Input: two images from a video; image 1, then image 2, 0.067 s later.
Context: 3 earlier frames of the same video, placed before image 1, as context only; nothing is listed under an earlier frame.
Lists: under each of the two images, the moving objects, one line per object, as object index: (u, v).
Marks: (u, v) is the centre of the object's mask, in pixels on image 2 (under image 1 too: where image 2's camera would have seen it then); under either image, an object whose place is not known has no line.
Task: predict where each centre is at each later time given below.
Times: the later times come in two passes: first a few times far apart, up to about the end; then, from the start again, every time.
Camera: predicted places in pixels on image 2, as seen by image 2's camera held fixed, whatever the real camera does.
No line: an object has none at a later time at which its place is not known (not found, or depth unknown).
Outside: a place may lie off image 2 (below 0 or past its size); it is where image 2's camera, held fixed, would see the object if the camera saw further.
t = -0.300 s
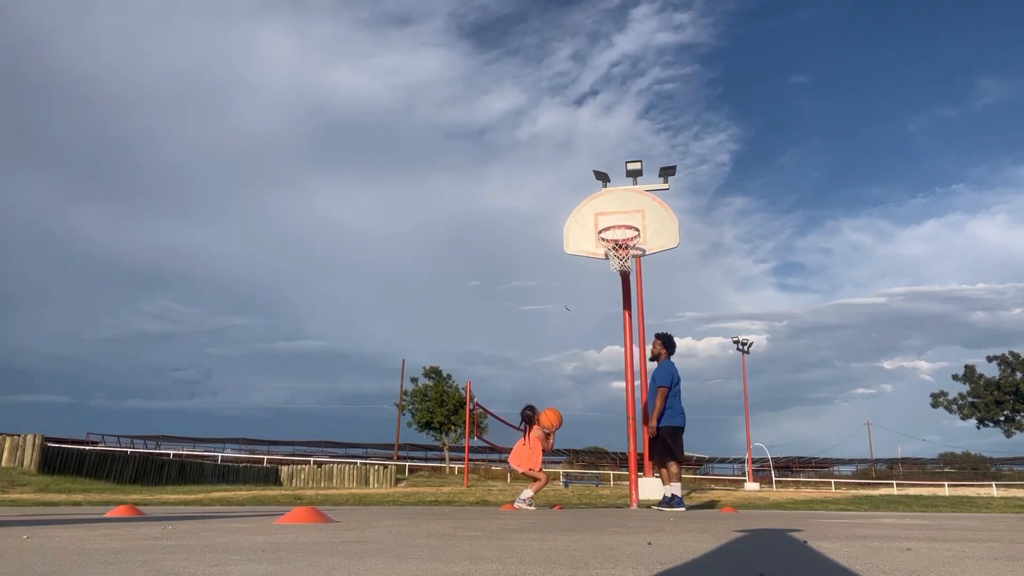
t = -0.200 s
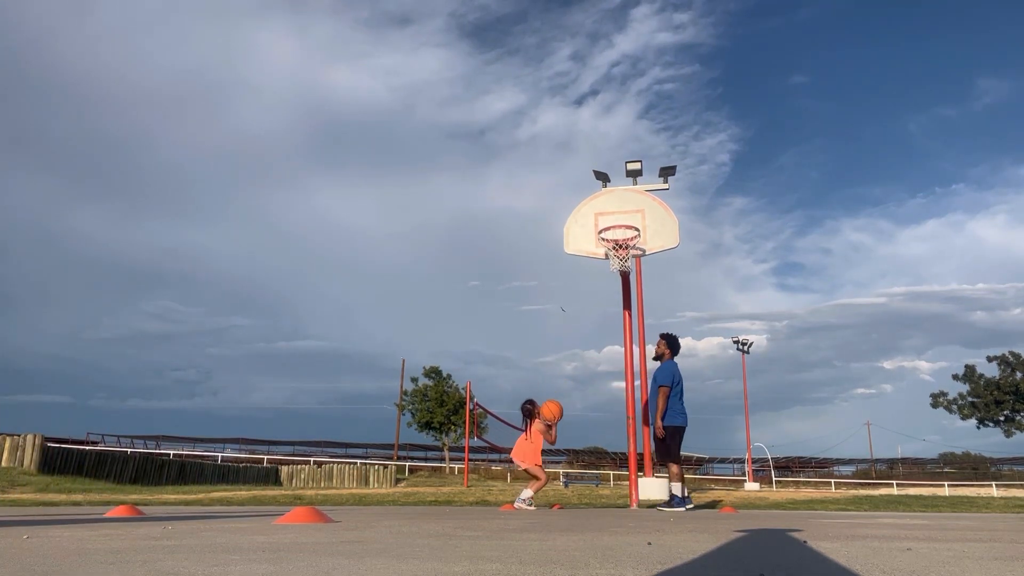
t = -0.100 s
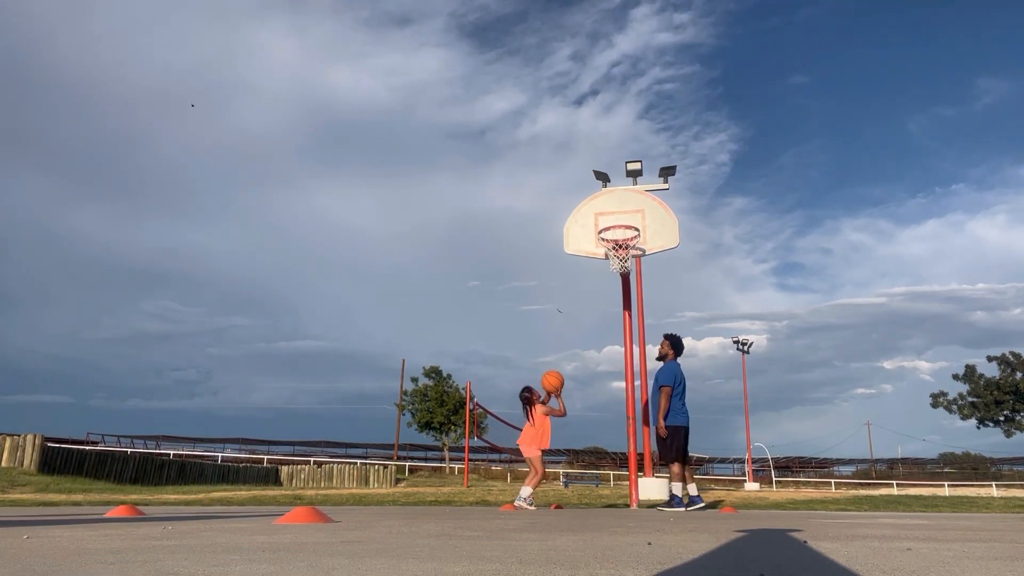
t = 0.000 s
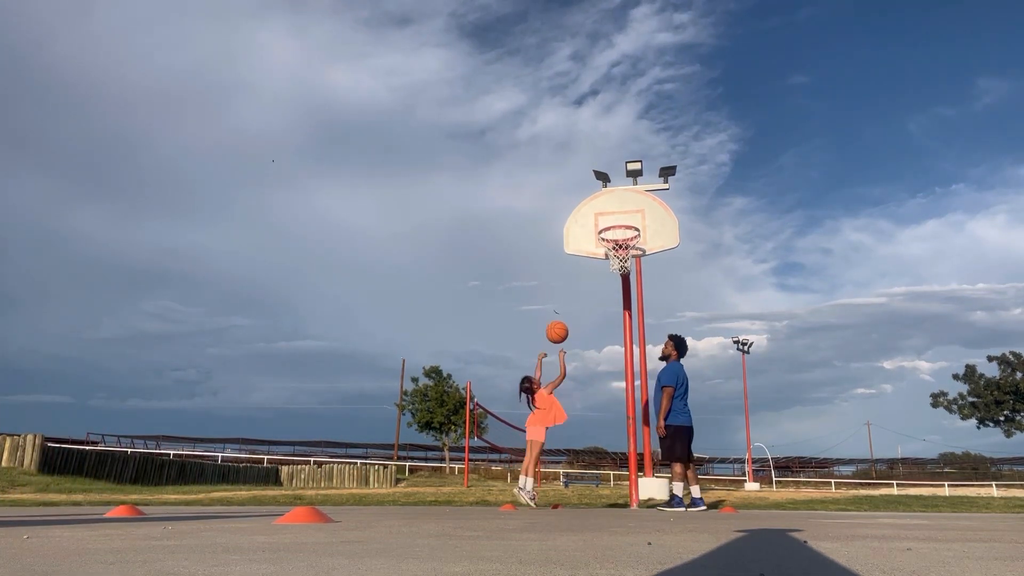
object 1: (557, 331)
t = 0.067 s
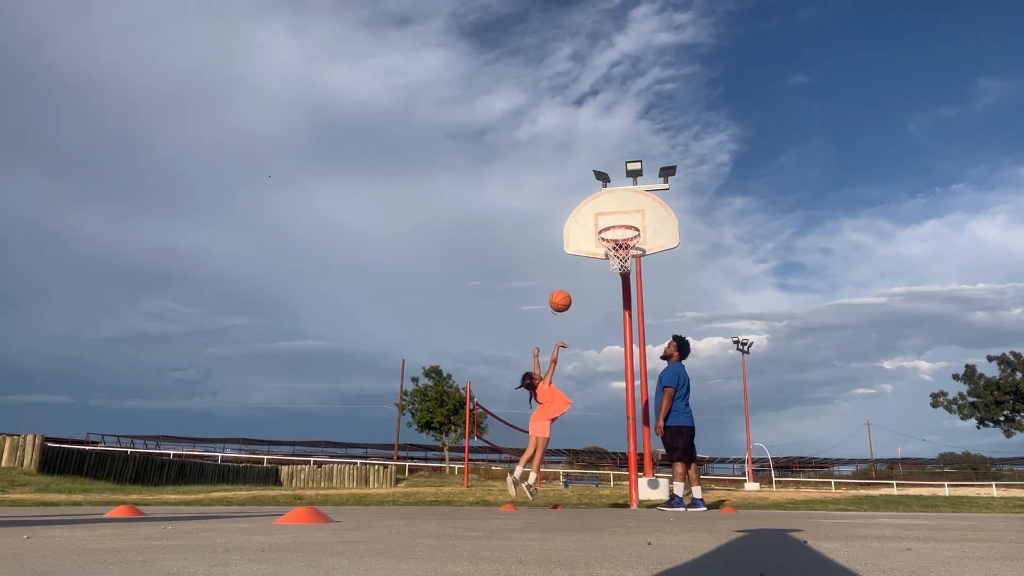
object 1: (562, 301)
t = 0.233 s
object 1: (568, 243)
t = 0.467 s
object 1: (581, 207)
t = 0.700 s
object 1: (594, 216)
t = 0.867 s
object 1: (593, 239)
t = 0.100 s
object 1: (566, 287)
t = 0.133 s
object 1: (566, 275)
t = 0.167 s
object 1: (565, 263)
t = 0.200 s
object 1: (567, 253)
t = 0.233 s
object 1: (568, 243)
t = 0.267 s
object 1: (570, 235)
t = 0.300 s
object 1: (572, 228)
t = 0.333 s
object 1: (574, 222)
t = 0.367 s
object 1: (575, 217)
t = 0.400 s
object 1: (577, 213)
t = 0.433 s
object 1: (579, 209)
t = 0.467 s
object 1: (581, 207)
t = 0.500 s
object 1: (583, 206)
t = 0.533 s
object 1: (584, 205)
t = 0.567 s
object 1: (586, 205)
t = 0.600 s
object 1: (588, 207)
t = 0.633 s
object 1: (590, 209)
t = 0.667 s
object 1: (592, 212)
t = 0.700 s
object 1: (594, 216)
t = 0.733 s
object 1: (595, 220)
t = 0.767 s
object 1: (597, 225)
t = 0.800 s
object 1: (596, 229)
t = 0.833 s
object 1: (594, 233)
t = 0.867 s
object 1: (593, 239)
